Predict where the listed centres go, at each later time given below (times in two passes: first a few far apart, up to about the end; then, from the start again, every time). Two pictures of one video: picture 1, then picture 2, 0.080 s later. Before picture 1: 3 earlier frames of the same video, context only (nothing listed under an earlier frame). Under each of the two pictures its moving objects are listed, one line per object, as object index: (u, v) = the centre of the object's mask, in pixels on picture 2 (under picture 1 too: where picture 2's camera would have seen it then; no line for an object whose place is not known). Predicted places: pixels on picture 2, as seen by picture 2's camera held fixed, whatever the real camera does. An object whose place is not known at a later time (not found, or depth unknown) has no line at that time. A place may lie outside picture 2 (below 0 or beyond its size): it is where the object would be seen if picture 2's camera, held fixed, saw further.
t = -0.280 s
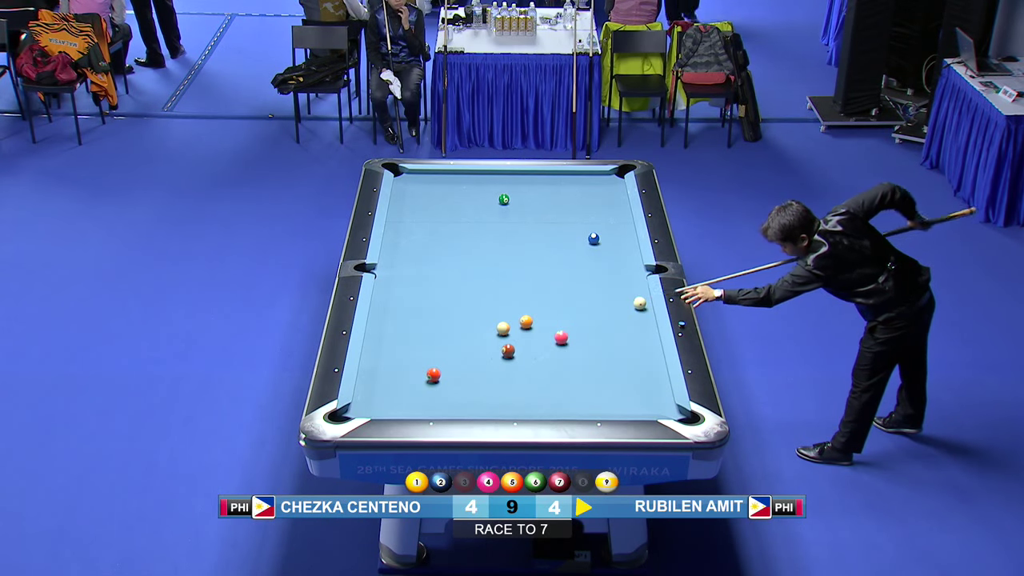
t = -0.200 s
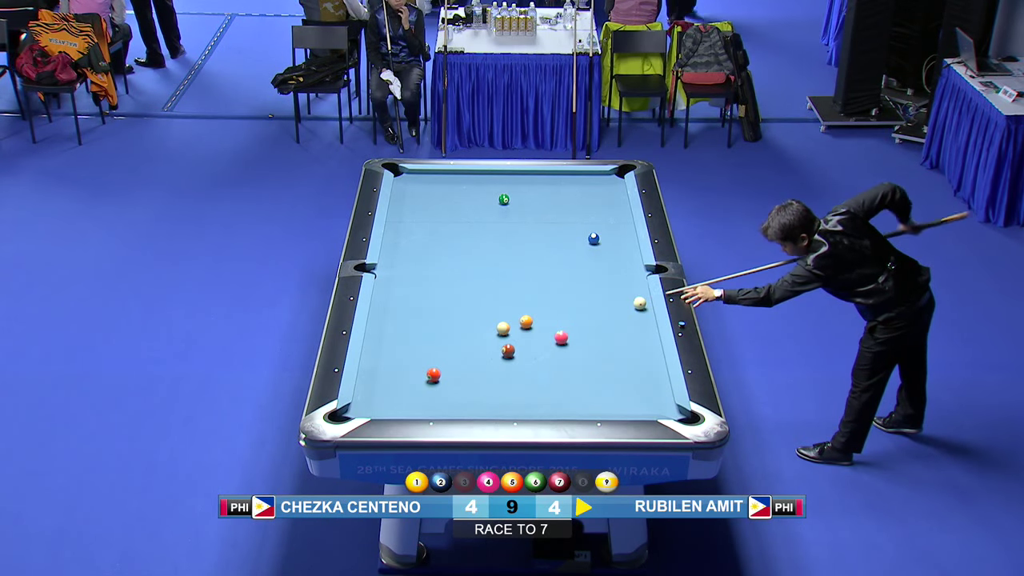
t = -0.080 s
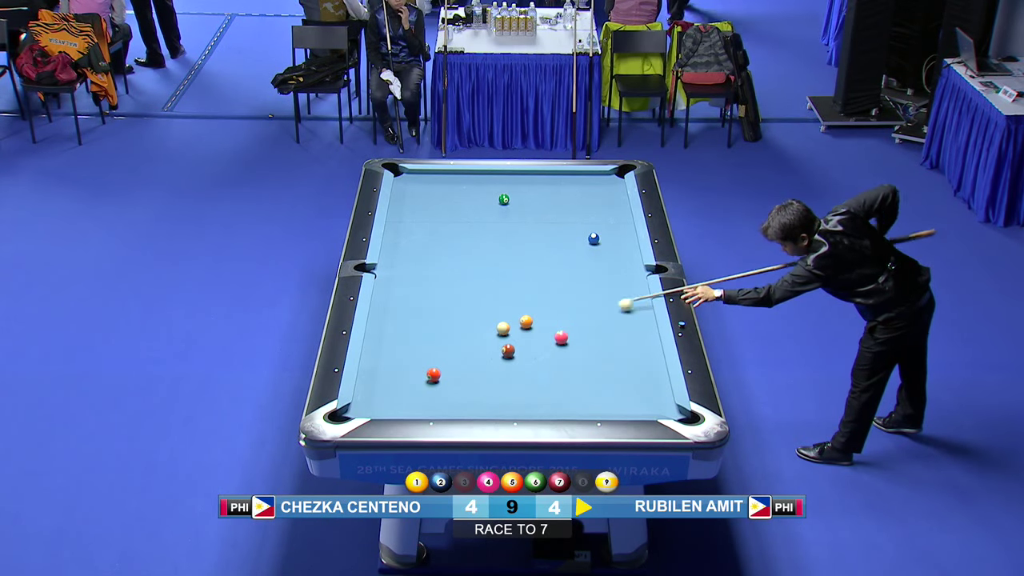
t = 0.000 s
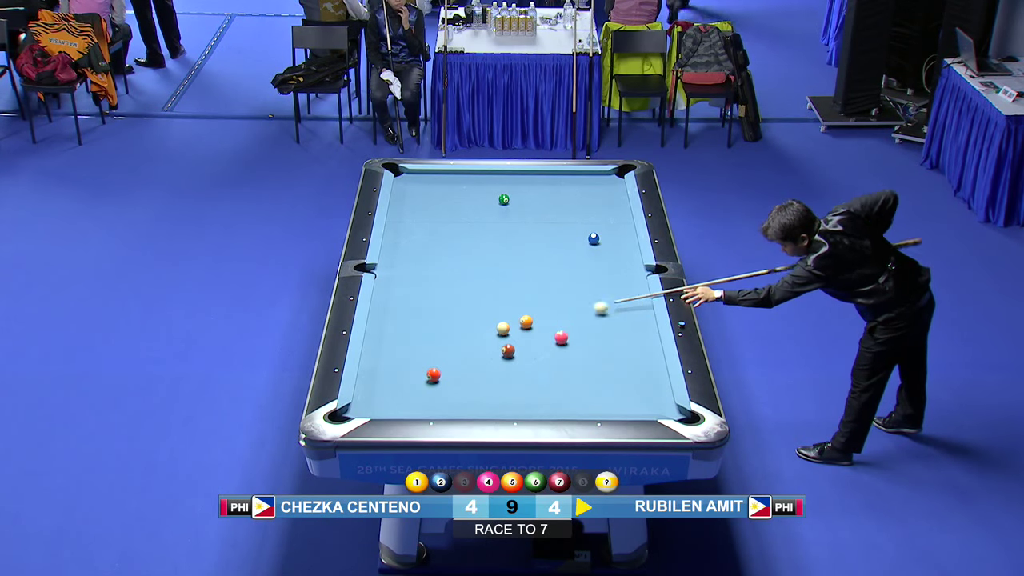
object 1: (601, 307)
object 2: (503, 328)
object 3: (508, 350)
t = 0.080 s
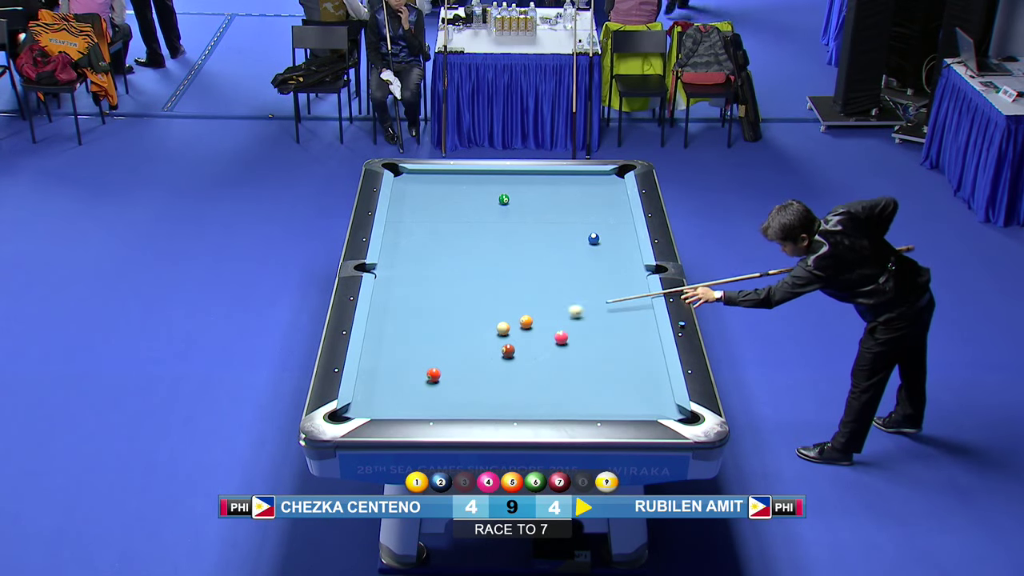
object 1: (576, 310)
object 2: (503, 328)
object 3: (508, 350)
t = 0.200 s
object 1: (538, 315)
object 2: (503, 328)
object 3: (508, 350)
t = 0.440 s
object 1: (490, 307)
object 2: (488, 329)
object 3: (508, 350)
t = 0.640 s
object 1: (451, 300)
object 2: (472, 329)
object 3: (503, 355)
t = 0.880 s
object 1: (406, 293)
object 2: (453, 330)
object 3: (495, 362)
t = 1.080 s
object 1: (384, 287)
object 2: (438, 330)
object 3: (488, 368)
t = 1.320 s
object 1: (410, 277)
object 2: (421, 330)
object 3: (481, 375)
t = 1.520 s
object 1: (428, 270)
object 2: (408, 331)
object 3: (475, 381)
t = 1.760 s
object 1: (448, 262)
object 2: (393, 331)
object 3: (468, 387)
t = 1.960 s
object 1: (464, 256)
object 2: (381, 331)
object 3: (463, 391)
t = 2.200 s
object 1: (482, 248)
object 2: (372, 332)
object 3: (457, 397)
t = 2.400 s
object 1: (497, 243)
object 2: (378, 332)
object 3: (453, 401)
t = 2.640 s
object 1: (513, 236)
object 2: (384, 332)
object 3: (448, 405)
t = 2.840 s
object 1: (526, 231)
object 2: (387, 331)
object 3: (445, 407)
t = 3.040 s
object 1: (539, 226)
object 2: (390, 331)
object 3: (442, 408)
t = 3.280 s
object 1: (553, 221)
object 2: (392, 331)
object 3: (440, 407)
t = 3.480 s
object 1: (564, 217)
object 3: (439, 407)
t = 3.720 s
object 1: (576, 212)
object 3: (438, 406)
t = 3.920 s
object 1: (586, 208)
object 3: (438, 406)
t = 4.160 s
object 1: (597, 204)
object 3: (438, 406)
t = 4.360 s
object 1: (606, 201)
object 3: (438, 406)
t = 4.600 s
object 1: (616, 197)
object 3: (438, 406)
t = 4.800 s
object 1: (622, 194)
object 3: (438, 406)
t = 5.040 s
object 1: (617, 193)
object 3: (438, 406)
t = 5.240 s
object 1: (613, 191)
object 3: (438, 406)
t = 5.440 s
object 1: (609, 190)
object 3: (438, 406)
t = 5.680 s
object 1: (605, 188)
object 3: (438, 406)
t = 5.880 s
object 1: (602, 187)
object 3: (438, 406)
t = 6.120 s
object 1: (600, 186)
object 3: (438, 407)
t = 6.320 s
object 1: (598, 186)
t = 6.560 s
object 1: (597, 185)
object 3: (438, 406)
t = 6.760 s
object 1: (596, 185)
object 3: (438, 406)
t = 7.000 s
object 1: (596, 185)
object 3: (438, 406)
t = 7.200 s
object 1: (596, 185)
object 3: (438, 406)
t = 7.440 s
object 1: (596, 185)
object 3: (438, 406)
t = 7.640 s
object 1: (596, 185)
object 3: (438, 406)
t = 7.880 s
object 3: (438, 406)
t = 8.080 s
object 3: (438, 406)
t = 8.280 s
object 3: (438, 407)
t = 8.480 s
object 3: (438, 407)
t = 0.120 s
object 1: (563, 312)
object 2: (503, 328)
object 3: (508, 350)
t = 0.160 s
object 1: (551, 313)
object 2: (503, 328)
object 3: (508, 350)
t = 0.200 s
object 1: (538, 315)
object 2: (503, 328)
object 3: (508, 350)
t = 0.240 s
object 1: (529, 314)
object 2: (503, 328)
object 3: (508, 350)
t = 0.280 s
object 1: (521, 313)
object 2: (503, 328)
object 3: (508, 350)
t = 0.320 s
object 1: (514, 311)
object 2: (499, 328)
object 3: (508, 350)
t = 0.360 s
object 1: (506, 309)
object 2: (495, 328)
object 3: (508, 350)
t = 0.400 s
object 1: (498, 308)
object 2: (492, 328)
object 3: (508, 350)
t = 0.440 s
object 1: (490, 307)
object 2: (488, 329)
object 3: (508, 350)
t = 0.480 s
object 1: (482, 306)
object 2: (485, 329)
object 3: (508, 350)
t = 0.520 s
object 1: (474, 304)
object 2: (482, 329)
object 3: (507, 351)
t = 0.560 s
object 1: (466, 303)
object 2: (478, 329)
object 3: (506, 351)
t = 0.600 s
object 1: (458, 302)
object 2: (474, 329)
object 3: (505, 353)
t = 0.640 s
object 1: (451, 300)
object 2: (472, 329)
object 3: (503, 355)
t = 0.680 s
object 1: (443, 299)
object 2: (469, 329)
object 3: (502, 356)
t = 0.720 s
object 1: (436, 298)
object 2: (465, 330)
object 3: (500, 357)
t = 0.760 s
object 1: (428, 297)
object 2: (462, 329)
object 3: (499, 358)
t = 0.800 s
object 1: (421, 296)
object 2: (459, 330)
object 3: (497, 360)
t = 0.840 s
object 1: (413, 294)
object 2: (456, 330)
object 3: (496, 361)
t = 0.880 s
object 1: (406, 293)
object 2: (453, 330)
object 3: (495, 362)
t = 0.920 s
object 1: (399, 292)
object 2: (450, 330)
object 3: (493, 363)
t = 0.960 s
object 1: (391, 291)
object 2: (447, 330)
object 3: (492, 365)
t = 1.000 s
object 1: (384, 289)
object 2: (444, 330)
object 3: (491, 366)
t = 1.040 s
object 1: (379, 288)
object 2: (441, 330)
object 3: (489, 367)
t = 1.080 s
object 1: (384, 287)
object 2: (438, 330)
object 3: (488, 368)
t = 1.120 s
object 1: (390, 285)
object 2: (435, 330)
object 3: (487, 370)
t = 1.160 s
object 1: (394, 284)
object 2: (432, 330)
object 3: (486, 371)
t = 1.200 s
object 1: (398, 282)
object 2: (429, 330)
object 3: (484, 372)
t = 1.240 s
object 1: (402, 280)
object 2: (427, 330)
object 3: (483, 373)
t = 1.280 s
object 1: (406, 279)
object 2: (424, 330)
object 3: (482, 374)
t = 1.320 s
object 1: (410, 277)
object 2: (421, 330)
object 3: (481, 375)
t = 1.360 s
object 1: (413, 276)
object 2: (419, 330)
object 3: (479, 376)
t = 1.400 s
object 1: (417, 275)
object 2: (416, 330)
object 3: (478, 377)
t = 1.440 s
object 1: (420, 273)
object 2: (413, 331)
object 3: (477, 378)
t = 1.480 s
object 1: (424, 272)
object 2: (411, 330)
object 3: (476, 379)
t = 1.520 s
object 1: (428, 270)
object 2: (408, 331)
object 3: (475, 381)
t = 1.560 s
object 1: (431, 269)
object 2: (406, 331)
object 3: (474, 381)
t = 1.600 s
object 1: (435, 268)
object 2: (403, 331)
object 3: (472, 383)
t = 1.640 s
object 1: (438, 266)
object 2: (400, 331)
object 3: (471, 383)
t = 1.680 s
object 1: (441, 265)
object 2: (398, 331)
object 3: (470, 385)
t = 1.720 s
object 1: (445, 264)
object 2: (395, 331)
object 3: (469, 386)
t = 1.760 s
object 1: (448, 262)
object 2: (393, 331)
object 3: (468, 387)
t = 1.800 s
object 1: (451, 261)
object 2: (390, 331)
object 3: (467, 388)
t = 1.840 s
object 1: (454, 260)
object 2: (388, 331)
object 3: (466, 388)
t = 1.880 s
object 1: (458, 258)
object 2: (386, 331)
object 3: (465, 389)
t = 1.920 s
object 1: (461, 257)
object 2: (383, 331)
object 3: (464, 391)
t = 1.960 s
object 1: (464, 256)
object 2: (381, 331)
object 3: (463, 391)
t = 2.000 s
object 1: (467, 255)
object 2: (379, 332)
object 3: (462, 392)
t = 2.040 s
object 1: (470, 253)
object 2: (377, 332)
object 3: (461, 393)
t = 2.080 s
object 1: (474, 252)
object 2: (375, 332)
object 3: (460, 394)
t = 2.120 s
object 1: (477, 251)
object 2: (372, 332)
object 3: (459, 395)
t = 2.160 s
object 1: (480, 250)
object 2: (371, 332)
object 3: (458, 396)
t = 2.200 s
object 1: (482, 248)
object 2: (372, 332)
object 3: (457, 397)
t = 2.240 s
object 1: (485, 247)
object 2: (374, 332)
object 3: (456, 398)
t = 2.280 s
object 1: (489, 246)
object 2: (375, 332)
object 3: (455, 399)
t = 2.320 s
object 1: (491, 245)
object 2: (376, 332)
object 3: (454, 399)
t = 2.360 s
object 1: (494, 244)
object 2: (377, 332)
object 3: (454, 400)
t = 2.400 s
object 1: (497, 243)
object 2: (378, 332)
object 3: (453, 401)
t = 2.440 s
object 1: (500, 242)
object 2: (379, 332)
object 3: (452, 402)
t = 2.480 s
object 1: (503, 241)
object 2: (380, 332)
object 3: (451, 402)
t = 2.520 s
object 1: (505, 239)
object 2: (381, 332)
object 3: (451, 403)
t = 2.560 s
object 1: (508, 238)
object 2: (382, 332)
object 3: (450, 404)
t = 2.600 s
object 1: (511, 237)
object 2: (383, 332)
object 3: (449, 404)
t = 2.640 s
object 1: (513, 236)
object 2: (384, 332)
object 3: (448, 405)
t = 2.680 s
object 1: (516, 235)
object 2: (384, 332)
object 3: (447, 405)
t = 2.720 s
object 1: (519, 234)
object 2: (385, 331)
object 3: (447, 405)
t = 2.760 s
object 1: (521, 233)
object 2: (386, 331)
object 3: (446, 406)
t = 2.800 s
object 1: (524, 232)
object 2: (386, 331)
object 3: (445, 407)
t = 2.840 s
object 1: (526, 231)
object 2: (387, 331)
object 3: (445, 407)
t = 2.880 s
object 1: (529, 230)
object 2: (388, 331)
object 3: (444, 408)
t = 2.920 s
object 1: (531, 229)
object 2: (388, 331)
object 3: (443, 408)
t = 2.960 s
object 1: (534, 228)
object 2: (389, 331)
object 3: (443, 408)
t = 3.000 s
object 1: (536, 227)
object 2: (390, 331)
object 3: (442, 408)
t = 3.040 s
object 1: (539, 226)
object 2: (390, 331)
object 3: (442, 408)
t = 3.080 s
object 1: (541, 225)
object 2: (390, 331)
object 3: (441, 408)
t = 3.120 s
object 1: (543, 224)
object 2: (391, 331)
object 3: (441, 408)
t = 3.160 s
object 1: (546, 224)
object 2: (391, 331)
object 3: (441, 408)
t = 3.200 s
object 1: (548, 223)
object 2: (392, 331)
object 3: (440, 408)
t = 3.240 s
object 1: (550, 222)
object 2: (392, 331)
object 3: (440, 407)
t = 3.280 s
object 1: (553, 221)
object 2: (392, 331)
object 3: (440, 407)
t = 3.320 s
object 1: (555, 220)
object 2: (393, 331)
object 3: (440, 407)
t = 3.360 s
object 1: (557, 219)
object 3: (439, 407)
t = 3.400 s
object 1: (559, 218)
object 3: (439, 407)
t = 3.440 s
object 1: (562, 218)
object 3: (439, 407)
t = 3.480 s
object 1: (564, 217)
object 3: (439, 407)
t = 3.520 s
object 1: (566, 216)
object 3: (439, 407)
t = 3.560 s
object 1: (568, 215)
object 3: (438, 407)
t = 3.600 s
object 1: (570, 214)
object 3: (438, 407)
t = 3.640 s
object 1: (572, 213)
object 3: (438, 406)
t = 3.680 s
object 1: (574, 213)
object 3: (438, 406)
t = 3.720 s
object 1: (576, 212)
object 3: (438, 406)
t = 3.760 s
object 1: (578, 211)
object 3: (438, 406)
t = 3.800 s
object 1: (580, 210)
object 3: (438, 406)
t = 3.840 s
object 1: (582, 210)
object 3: (438, 406)
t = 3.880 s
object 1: (584, 209)
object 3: (438, 406)
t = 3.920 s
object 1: (586, 208)
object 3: (438, 406)
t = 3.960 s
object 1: (588, 208)
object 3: (438, 406)
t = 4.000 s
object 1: (590, 207)
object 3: (438, 406)
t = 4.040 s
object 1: (592, 206)
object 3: (438, 406)
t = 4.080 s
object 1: (594, 205)
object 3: (438, 406)
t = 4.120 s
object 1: (595, 205)
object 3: (438, 406)
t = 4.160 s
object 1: (597, 204)
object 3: (438, 406)
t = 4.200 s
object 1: (599, 203)
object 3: (438, 406)
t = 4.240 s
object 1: (601, 203)
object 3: (438, 406)
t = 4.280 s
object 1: (603, 202)
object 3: (438, 406)
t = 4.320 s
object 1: (604, 201)
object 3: (438, 406)
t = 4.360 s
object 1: (606, 201)
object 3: (438, 406)
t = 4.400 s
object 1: (608, 200)
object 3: (438, 406)
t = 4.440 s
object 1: (609, 200)
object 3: (438, 406)
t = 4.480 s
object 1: (611, 199)
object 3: (438, 406)
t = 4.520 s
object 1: (613, 198)
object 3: (438, 406)
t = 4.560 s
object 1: (614, 198)
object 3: (438, 406)
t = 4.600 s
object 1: (616, 197)
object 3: (438, 406)
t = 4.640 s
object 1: (617, 197)
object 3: (438, 406)
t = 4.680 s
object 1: (619, 196)
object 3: (438, 406)
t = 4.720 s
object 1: (620, 196)
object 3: (438, 406)
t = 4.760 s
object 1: (622, 195)
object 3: (438, 406)
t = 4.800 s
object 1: (622, 194)
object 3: (438, 406)
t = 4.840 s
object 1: (621, 194)
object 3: (438, 406)
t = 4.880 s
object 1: (620, 194)
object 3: (438, 406)
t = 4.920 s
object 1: (619, 193)
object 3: (438, 406)
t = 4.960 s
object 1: (618, 193)
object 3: (438, 406)
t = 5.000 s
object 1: (618, 193)
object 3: (438, 406)
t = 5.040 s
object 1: (617, 193)
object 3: (438, 406)
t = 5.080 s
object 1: (616, 192)
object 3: (438, 406)
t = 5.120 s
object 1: (615, 192)
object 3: (438, 406)
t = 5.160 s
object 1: (614, 192)
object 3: (438, 406)
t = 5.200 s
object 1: (613, 191)
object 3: (438, 406)
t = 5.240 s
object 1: (613, 191)
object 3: (438, 406)
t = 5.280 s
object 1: (612, 191)
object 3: (438, 406)
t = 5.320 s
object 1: (611, 190)
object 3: (438, 406)
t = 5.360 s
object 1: (611, 190)
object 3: (438, 406)
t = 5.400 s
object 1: (610, 190)
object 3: (438, 406)
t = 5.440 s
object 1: (609, 190)
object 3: (438, 406)
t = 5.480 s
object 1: (608, 189)
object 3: (438, 406)
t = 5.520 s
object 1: (608, 189)
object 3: (438, 406)
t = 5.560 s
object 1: (607, 189)
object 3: (438, 406)
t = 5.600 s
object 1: (606, 189)
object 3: (438, 406)
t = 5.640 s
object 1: (606, 188)
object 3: (438, 406)
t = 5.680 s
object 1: (605, 188)
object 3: (438, 406)
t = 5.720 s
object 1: (605, 188)
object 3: (438, 406)
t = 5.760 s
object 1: (604, 188)
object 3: (438, 406)
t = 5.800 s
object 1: (603, 188)
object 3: (438, 406)
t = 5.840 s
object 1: (603, 187)
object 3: (438, 406)
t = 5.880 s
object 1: (602, 187)
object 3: (438, 406)
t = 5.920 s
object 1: (602, 187)
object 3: (438, 406)
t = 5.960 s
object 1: (601, 187)
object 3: (438, 406)
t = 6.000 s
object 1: (601, 187)
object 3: (438, 406)
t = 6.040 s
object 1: (601, 187)
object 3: (438, 406)
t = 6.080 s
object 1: (600, 186)
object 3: (438, 407)
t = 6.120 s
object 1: (600, 186)
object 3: (438, 407)
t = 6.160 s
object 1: (599, 186)
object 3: (438, 406)
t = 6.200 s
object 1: (599, 186)
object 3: (438, 406)
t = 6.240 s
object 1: (599, 186)
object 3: (438, 406)
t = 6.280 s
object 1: (599, 186)
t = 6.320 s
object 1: (598, 186)
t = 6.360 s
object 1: (598, 186)
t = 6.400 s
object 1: (597, 186)
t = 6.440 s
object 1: (597, 186)
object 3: (438, 406)
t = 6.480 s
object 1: (597, 185)
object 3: (438, 406)
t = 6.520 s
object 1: (597, 185)
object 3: (438, 406)
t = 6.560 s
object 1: (597, 185)
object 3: (438, 406)
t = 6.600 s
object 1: (597, 185)
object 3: (438, 406)
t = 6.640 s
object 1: (597, 185)
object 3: (438, 406)
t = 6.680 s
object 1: (597, 185)
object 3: (438, 407)
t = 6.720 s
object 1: (596, 185)
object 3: (438, 406)
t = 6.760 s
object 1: (596, 185)
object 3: (438, 406)
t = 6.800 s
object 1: (596, 185)
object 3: (438, 406)
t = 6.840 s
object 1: (596, 185)
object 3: (438, 407)
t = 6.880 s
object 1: (596, 185)
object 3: (438, 406)
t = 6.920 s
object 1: (596, 185)
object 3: (438, 406)
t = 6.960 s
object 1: (596, 185)
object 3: (438, 406)
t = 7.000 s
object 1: (596, 185)
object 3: (438, 406)
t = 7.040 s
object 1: (596, 185)
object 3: (438, 406)
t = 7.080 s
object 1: (596, 185)
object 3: (438, 406)
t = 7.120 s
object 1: (596, 185)
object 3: (438, 406)
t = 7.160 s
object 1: (596, 185)
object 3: (438, 406)
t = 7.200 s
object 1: (596, 185)
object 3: (438, 406)
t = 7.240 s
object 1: (596, 185)
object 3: (438, 406)
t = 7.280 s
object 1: (596, 185)
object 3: (438, 406)
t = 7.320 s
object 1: (596, 185)
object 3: (438, 406)
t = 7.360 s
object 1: (596, 185)
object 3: (438, 406)
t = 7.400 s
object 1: (596, 185)
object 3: (438, 406)
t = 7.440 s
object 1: (596, 185)
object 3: (438, 406)
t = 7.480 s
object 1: (596, 185)
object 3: (438, 406)
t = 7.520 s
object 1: (596, 185)
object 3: (438, 406)
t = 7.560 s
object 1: (596, 185)
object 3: (438, 406)
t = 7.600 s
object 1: (596, 185)
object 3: (438, 406)
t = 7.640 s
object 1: (596, 185)
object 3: (438, 406)
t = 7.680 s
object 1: (596, 185)
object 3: (438, 406)
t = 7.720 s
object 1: (596, 185)
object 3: (438, 406)
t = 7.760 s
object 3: (438, 406)
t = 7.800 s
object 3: (438, 406)
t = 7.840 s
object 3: (438, 407)
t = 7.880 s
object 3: (438, 406)
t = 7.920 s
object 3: (438, 406)
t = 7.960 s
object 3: (438, 407)
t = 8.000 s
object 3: (438, 406)
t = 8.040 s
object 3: (438, 406)
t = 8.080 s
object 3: (438, 406)
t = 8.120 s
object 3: (438, 406)
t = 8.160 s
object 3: (438, 407)
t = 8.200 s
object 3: (438, 406)
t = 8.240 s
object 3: (438, 406)
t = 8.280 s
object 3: (438, 407)
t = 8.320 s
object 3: (438, 406)
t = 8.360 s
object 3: (438, 406)
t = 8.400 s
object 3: (438, 406)
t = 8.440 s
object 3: (438, 406)
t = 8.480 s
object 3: (438, 407)
